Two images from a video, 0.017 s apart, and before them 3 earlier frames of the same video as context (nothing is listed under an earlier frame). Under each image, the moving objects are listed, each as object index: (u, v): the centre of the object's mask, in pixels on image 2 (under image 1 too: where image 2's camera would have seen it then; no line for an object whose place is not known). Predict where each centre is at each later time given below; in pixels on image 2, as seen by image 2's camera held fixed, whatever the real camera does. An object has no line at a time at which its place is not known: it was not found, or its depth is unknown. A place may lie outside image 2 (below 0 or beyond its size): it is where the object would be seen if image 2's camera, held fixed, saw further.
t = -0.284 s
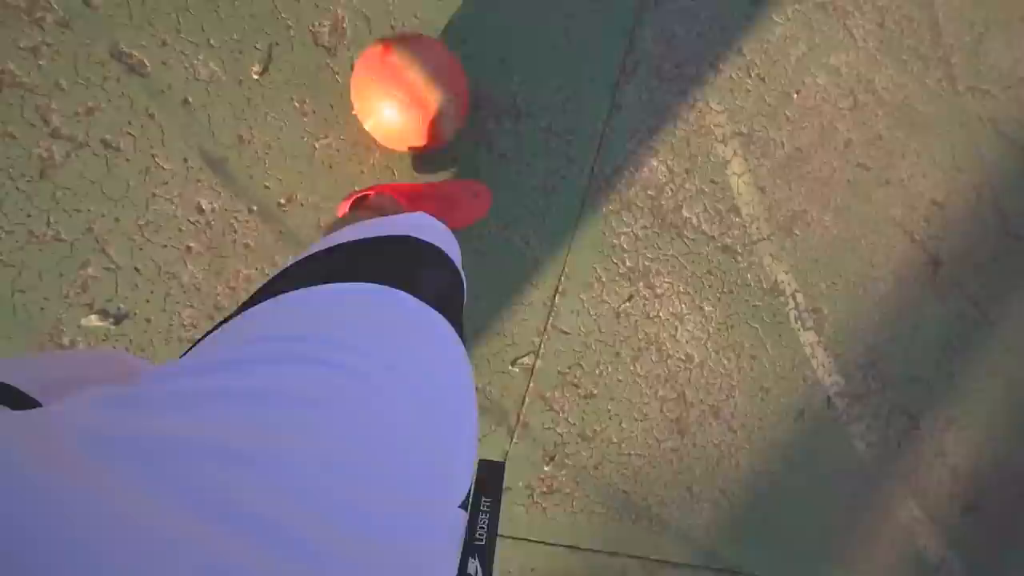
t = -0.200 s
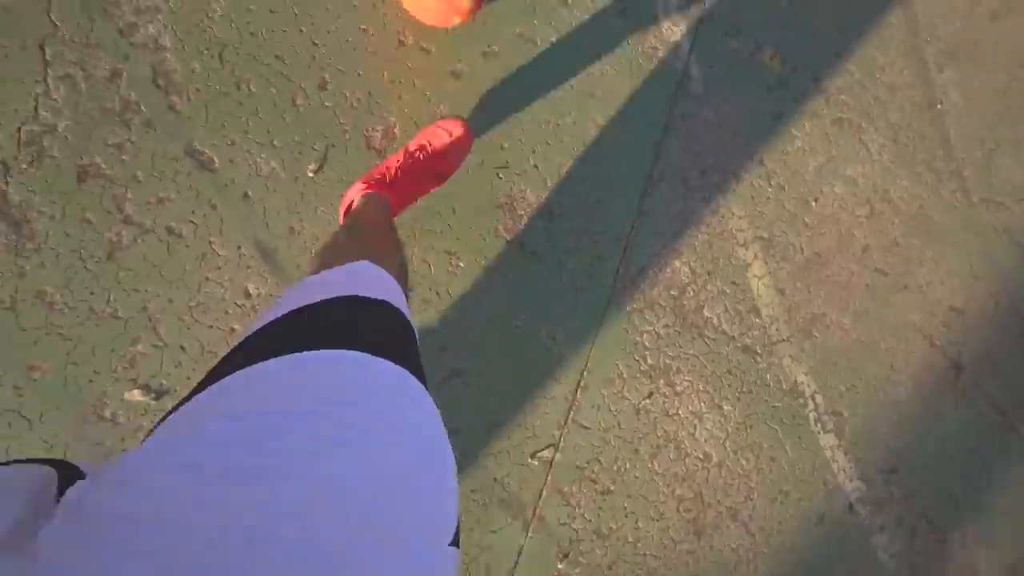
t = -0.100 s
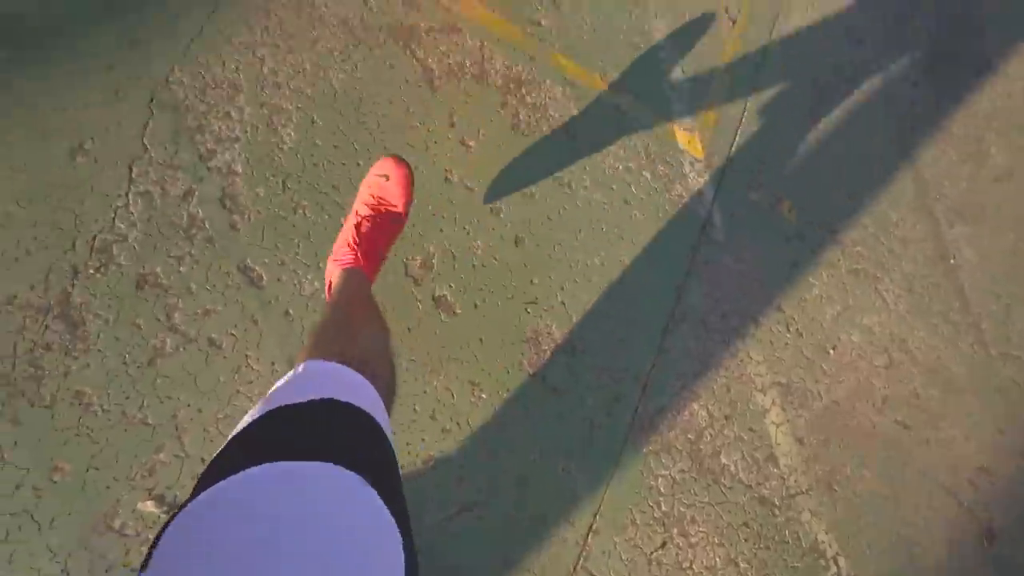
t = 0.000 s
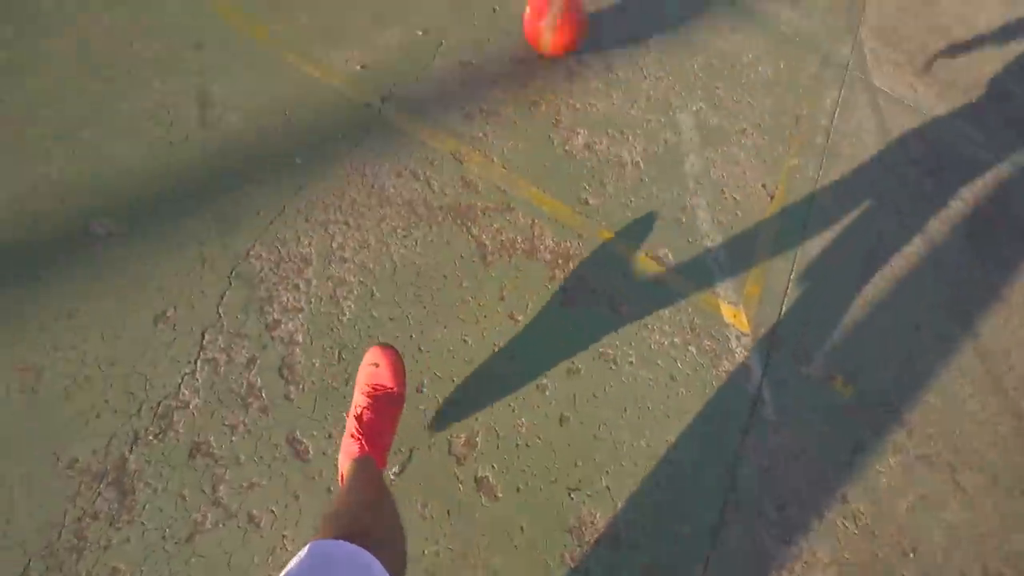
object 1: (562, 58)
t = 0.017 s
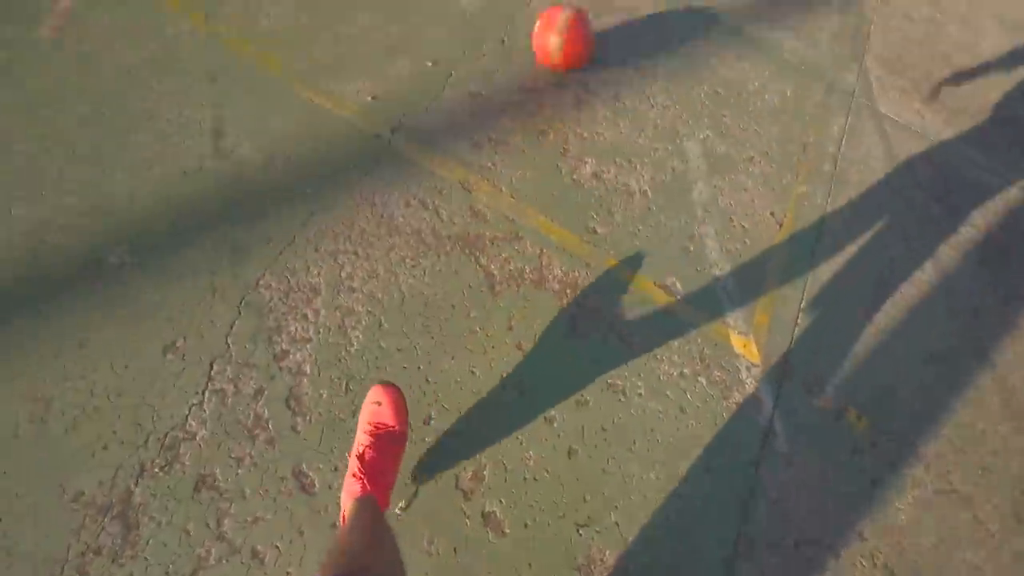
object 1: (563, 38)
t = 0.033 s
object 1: (563, 24)
